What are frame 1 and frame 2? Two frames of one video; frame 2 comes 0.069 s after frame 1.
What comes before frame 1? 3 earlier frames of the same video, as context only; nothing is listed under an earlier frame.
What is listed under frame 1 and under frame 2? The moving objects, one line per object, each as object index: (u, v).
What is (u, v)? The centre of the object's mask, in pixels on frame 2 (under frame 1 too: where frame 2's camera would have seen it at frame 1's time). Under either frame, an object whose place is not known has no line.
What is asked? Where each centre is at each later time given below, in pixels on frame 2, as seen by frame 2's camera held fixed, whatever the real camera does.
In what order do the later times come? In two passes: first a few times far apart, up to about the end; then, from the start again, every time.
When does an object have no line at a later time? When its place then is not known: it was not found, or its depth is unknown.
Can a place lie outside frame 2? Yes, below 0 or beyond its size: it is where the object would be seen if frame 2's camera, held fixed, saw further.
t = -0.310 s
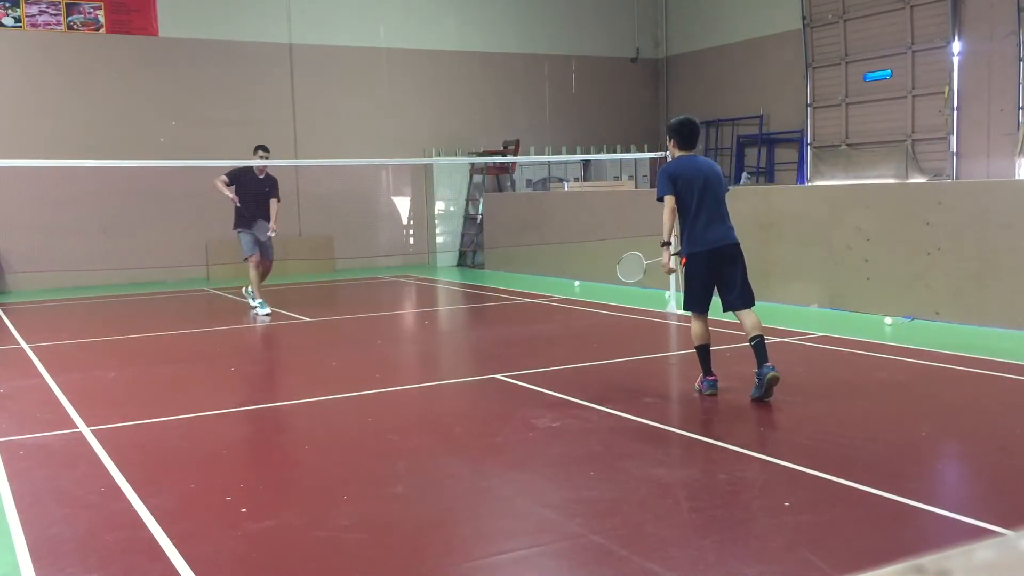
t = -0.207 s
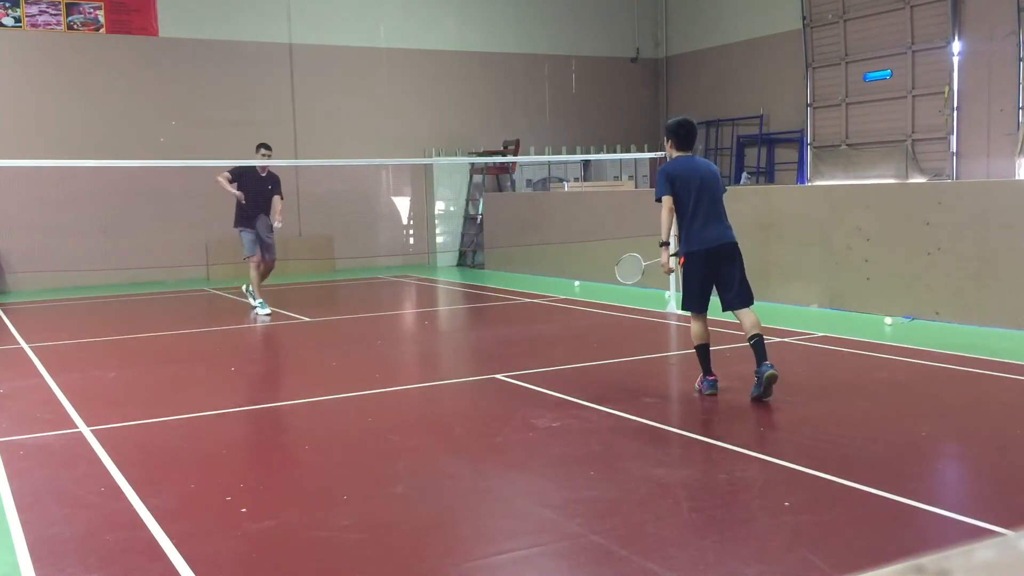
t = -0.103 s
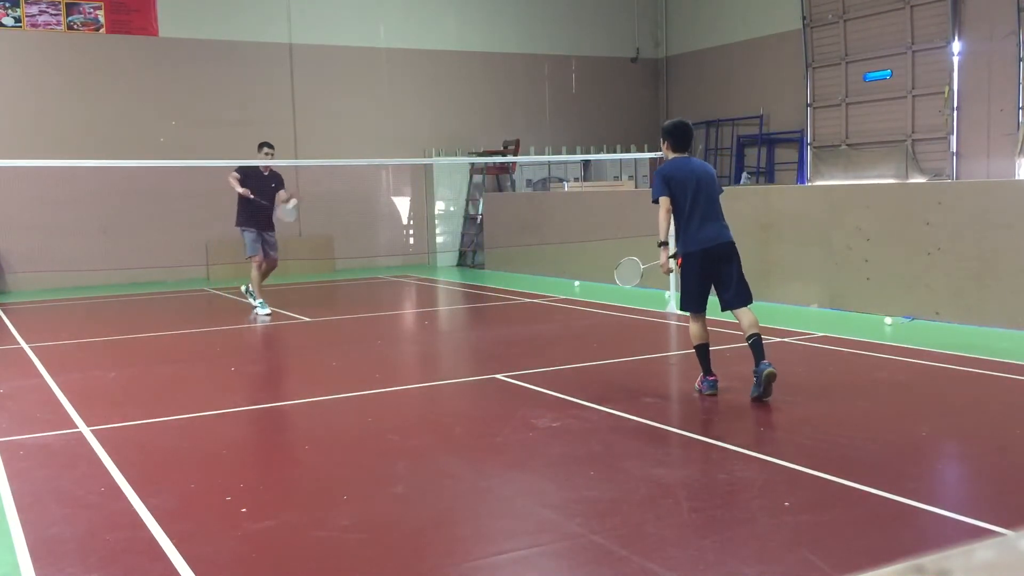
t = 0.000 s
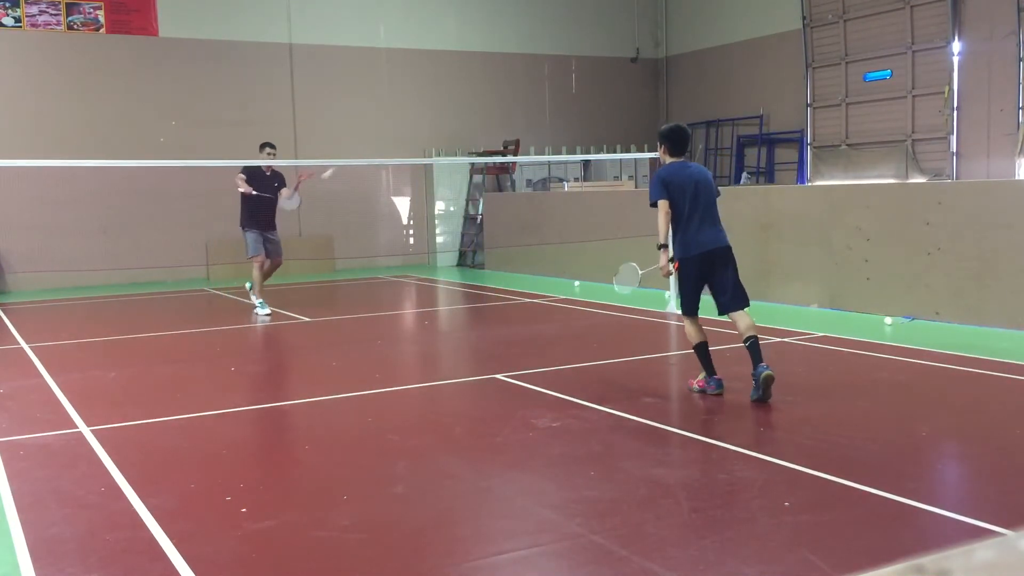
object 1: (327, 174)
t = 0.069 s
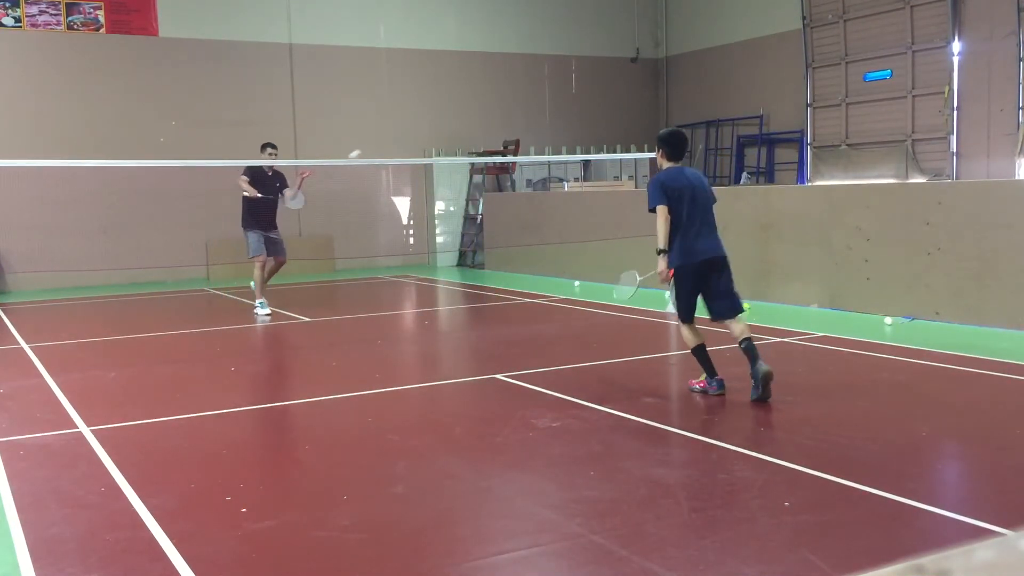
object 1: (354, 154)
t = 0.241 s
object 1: (411, 138)
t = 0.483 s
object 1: (488, 164)
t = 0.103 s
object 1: (365, 149)
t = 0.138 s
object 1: (376, 144)
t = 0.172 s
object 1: (388, 141)
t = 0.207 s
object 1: (399, 139)
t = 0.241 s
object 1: (411, 138)
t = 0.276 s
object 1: (422, 138)
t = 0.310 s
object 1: (433, 139)
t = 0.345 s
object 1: (445, 141)
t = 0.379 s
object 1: (456, 145)
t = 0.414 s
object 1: (466, 150)
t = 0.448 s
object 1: (477, 155)
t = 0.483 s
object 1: (488, 164)
